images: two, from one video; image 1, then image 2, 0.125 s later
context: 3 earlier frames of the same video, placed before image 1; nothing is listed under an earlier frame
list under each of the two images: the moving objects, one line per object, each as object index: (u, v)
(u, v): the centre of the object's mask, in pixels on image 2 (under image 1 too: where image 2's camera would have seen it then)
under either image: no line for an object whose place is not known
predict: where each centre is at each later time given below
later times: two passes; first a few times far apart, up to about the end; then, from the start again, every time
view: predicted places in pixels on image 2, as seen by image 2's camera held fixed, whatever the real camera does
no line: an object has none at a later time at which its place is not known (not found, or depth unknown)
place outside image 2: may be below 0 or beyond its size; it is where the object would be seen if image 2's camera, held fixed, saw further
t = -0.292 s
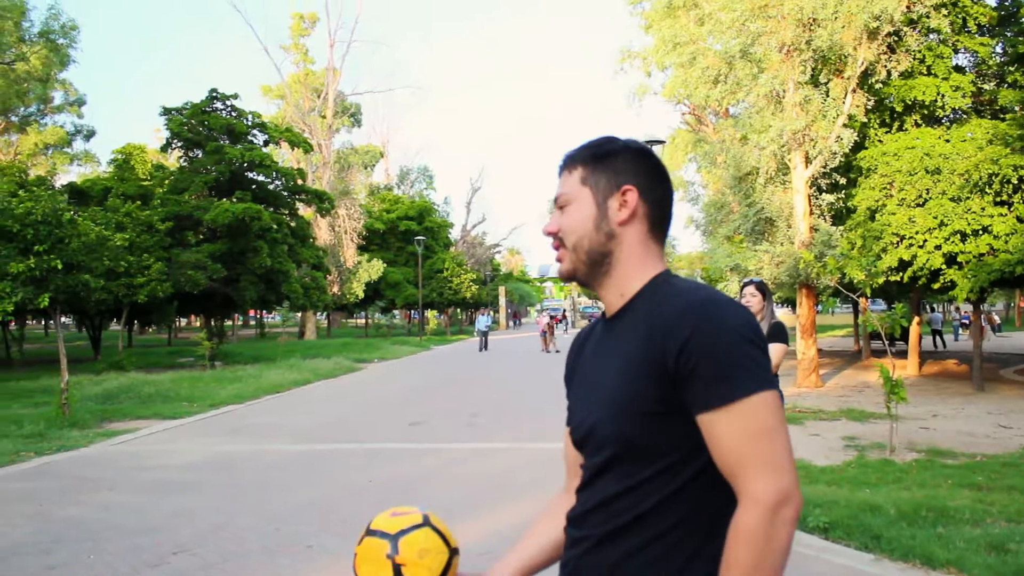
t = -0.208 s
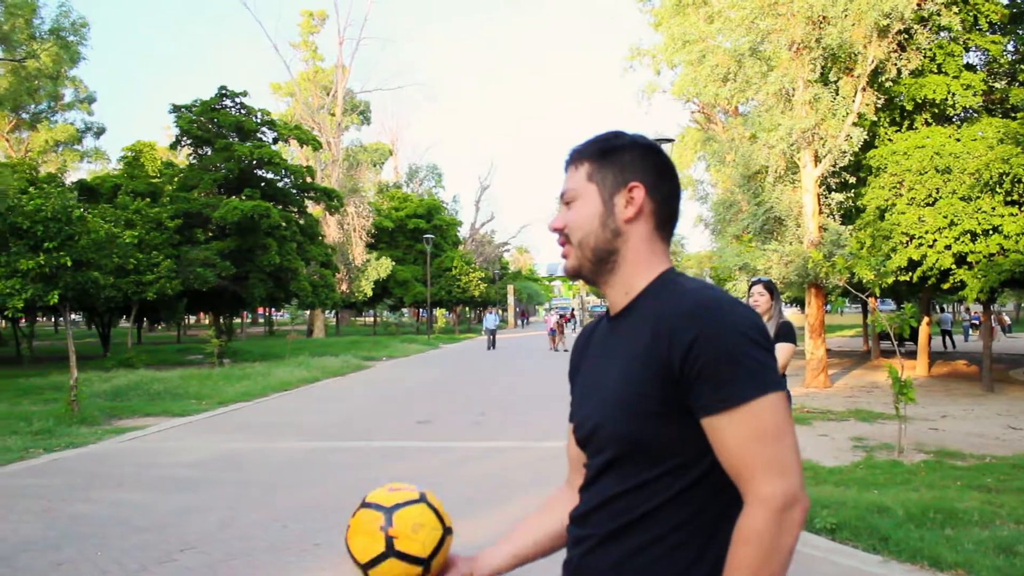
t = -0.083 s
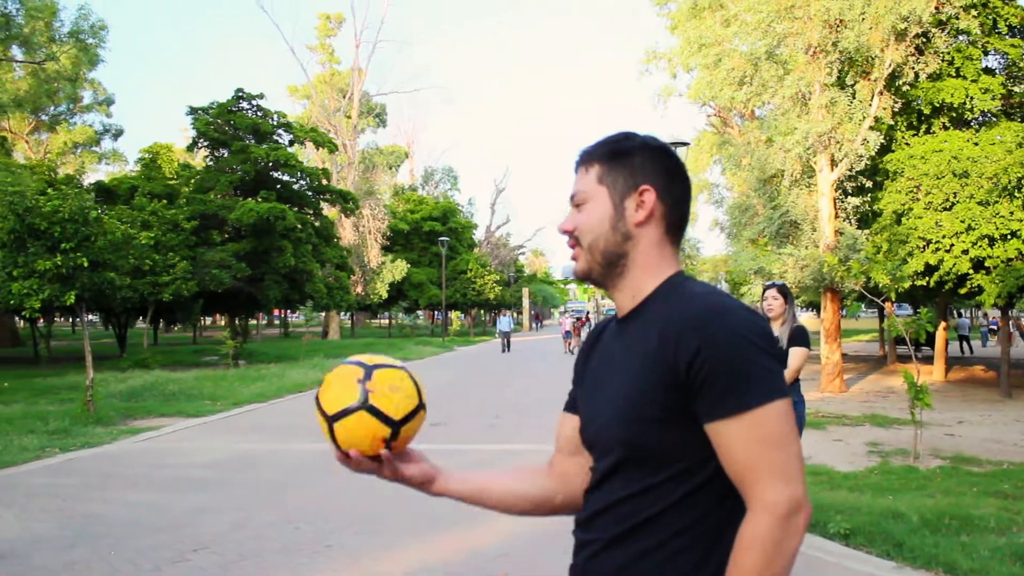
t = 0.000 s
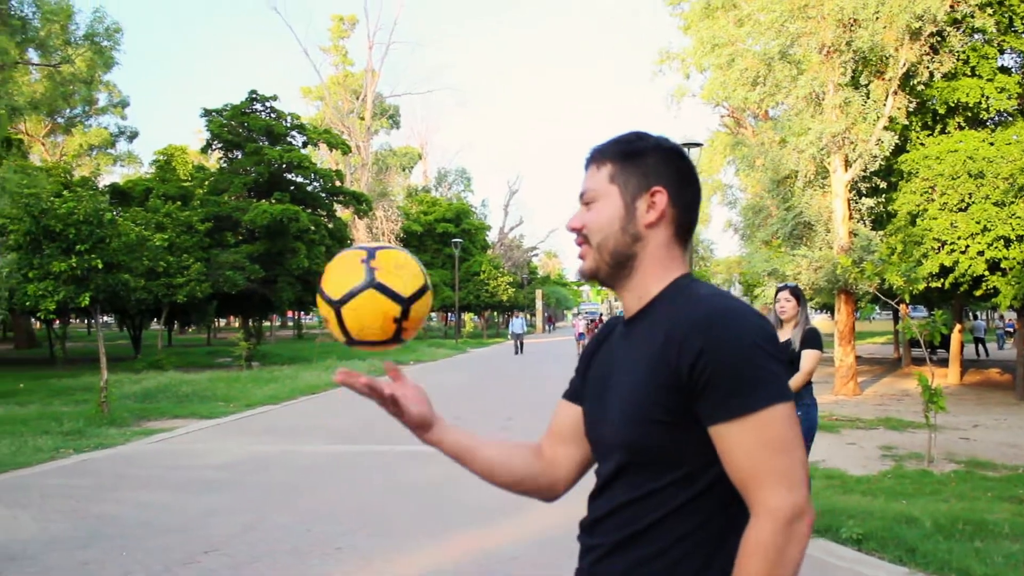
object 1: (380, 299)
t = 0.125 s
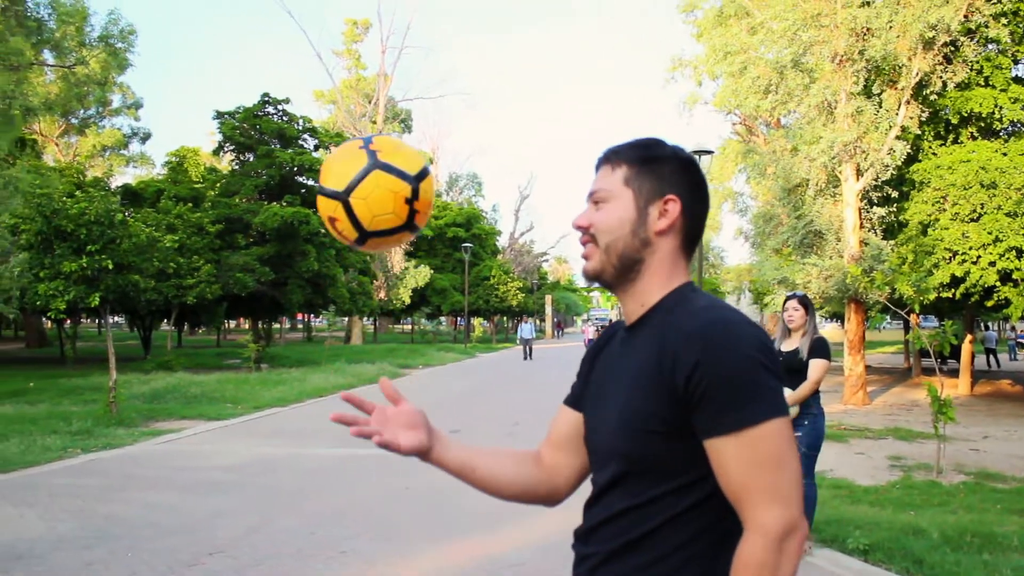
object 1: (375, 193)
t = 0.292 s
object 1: (368, 187)
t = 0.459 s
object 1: (367, 384)
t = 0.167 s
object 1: (373, 176)
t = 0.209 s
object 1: (371, 169)
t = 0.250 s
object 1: (370, 173)
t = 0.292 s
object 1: (368, 187)
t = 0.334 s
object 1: (368, 215)
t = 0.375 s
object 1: (368, 256)
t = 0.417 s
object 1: (366, 313)
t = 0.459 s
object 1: (367, 384)
